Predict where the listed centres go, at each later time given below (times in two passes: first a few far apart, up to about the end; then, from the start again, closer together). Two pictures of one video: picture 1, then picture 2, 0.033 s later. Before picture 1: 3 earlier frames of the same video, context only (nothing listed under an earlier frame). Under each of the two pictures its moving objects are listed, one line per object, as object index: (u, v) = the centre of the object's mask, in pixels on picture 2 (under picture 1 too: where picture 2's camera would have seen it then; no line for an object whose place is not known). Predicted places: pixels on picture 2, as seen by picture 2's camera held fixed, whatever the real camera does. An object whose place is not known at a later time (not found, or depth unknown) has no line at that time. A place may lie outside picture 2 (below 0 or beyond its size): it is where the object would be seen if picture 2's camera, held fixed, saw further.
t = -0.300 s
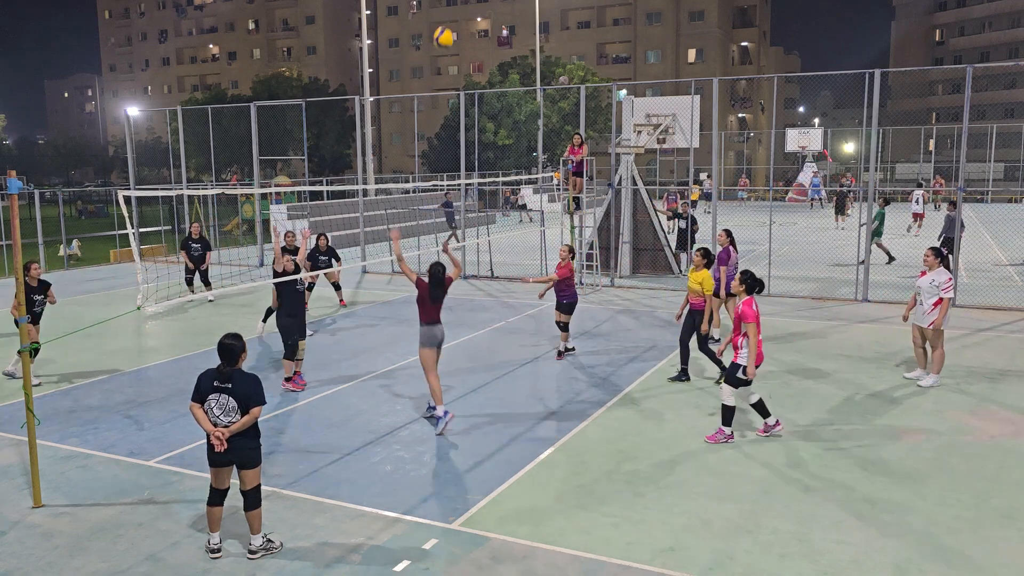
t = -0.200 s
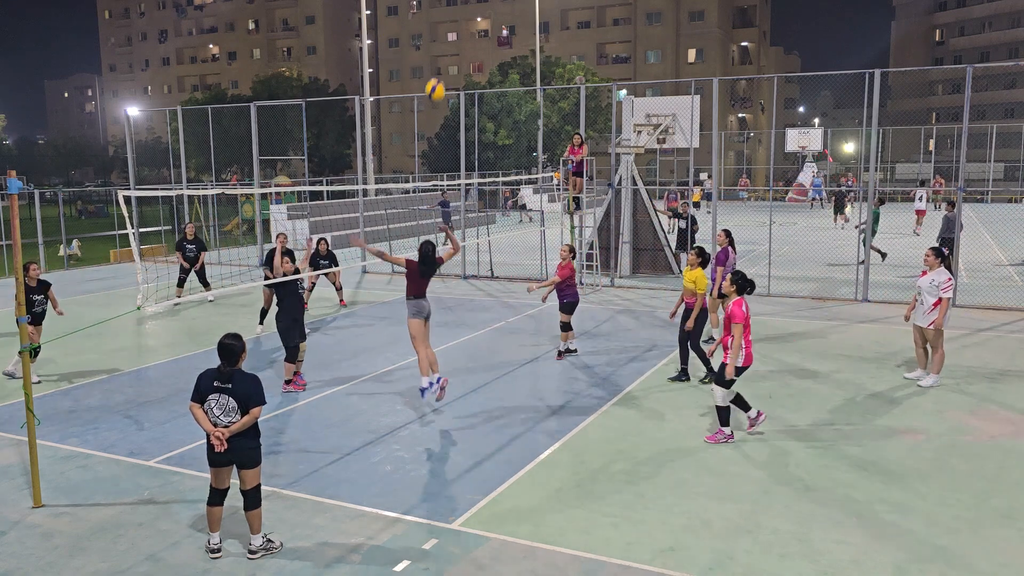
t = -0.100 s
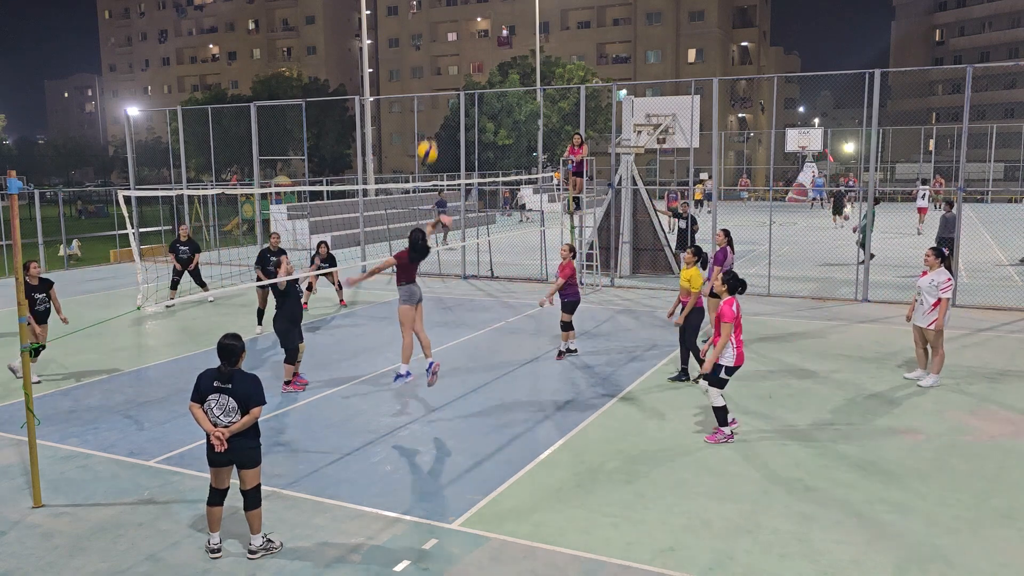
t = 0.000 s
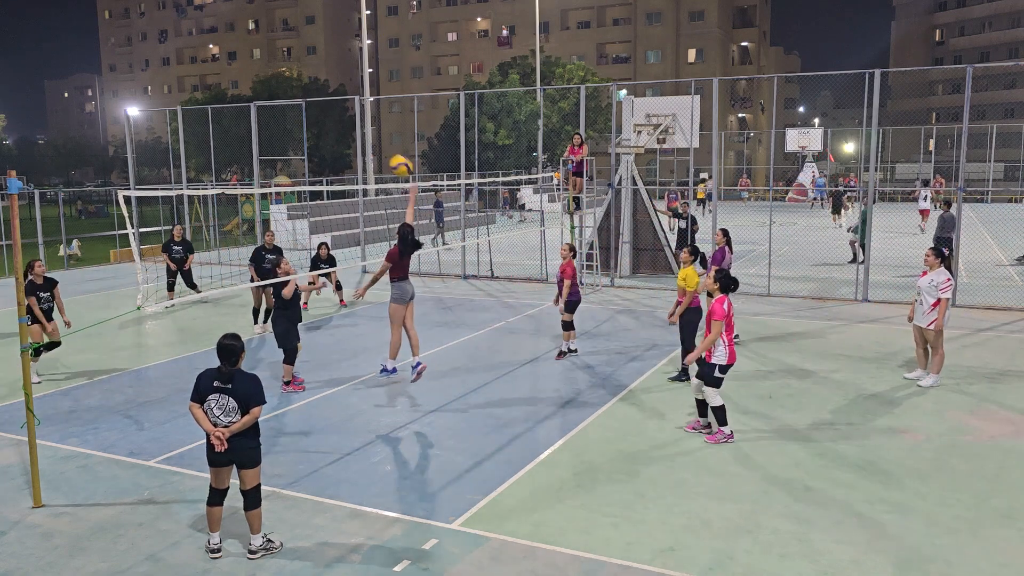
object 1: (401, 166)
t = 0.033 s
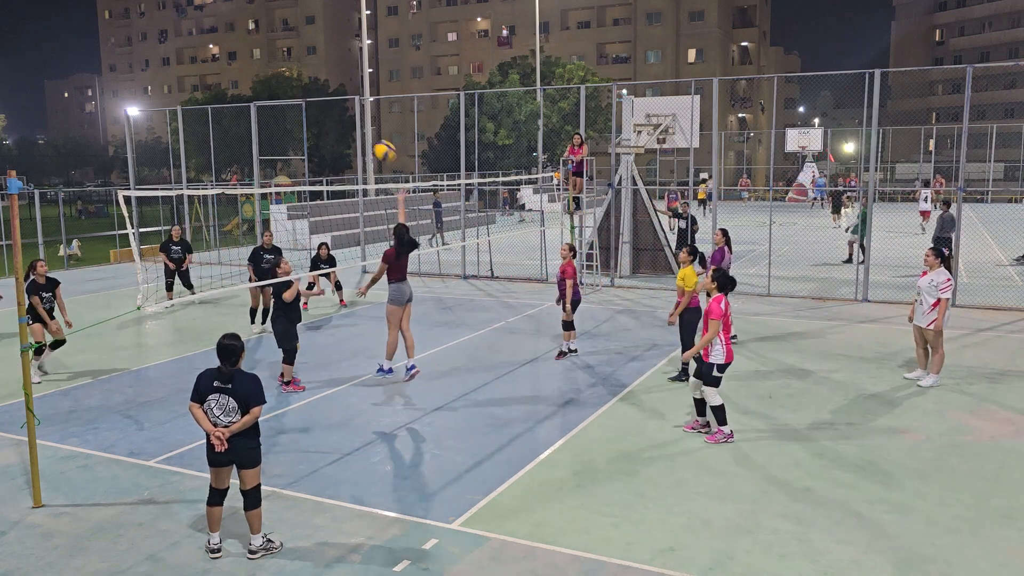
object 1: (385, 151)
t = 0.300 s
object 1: (262, 76)
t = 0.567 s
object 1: (150, 70)
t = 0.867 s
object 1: (41, 142)
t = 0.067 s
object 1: (369, 138)
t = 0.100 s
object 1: (353, 126)
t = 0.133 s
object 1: (338, 115)
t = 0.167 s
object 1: (322, 105)
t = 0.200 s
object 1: (307, 95)
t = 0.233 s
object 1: (292, 88)
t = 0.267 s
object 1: (277, 82)
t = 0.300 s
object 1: (262, 76)
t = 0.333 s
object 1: (248, 72)
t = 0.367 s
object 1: (233, 68)
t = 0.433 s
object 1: (205, 64)
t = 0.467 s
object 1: (191, 64)
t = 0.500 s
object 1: (177, 65)
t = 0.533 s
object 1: (164, 67)
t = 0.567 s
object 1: (150, 70)
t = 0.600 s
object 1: (137, 74)
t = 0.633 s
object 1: (124, 79)
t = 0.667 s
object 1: (112, 85)
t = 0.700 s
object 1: (99, 92)
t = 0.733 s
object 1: (87, 101)
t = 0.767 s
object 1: (75, 109)
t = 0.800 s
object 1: (63, 119)
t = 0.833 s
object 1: (52, 130)
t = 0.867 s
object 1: (41, 142)
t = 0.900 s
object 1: (31, 154)
